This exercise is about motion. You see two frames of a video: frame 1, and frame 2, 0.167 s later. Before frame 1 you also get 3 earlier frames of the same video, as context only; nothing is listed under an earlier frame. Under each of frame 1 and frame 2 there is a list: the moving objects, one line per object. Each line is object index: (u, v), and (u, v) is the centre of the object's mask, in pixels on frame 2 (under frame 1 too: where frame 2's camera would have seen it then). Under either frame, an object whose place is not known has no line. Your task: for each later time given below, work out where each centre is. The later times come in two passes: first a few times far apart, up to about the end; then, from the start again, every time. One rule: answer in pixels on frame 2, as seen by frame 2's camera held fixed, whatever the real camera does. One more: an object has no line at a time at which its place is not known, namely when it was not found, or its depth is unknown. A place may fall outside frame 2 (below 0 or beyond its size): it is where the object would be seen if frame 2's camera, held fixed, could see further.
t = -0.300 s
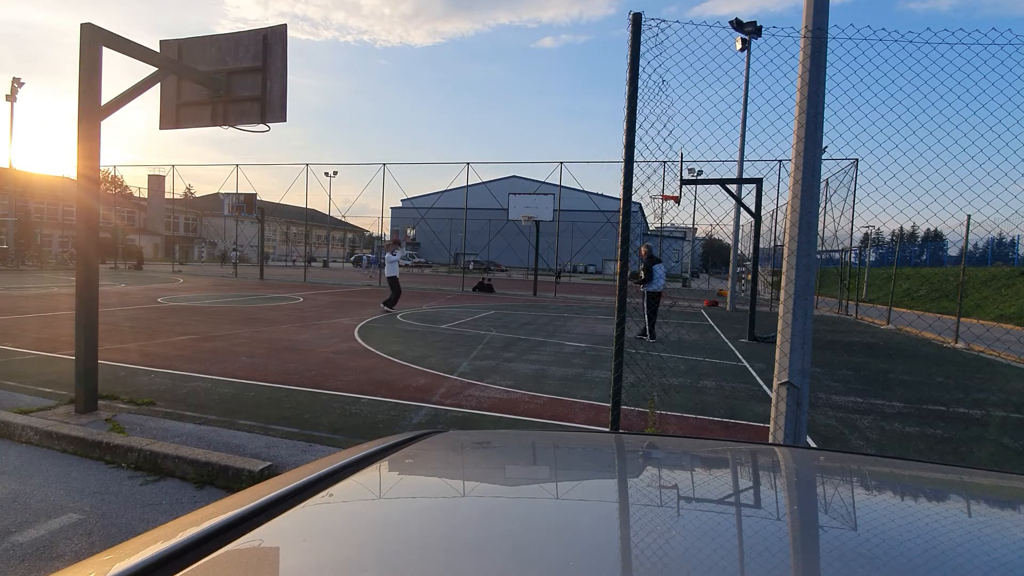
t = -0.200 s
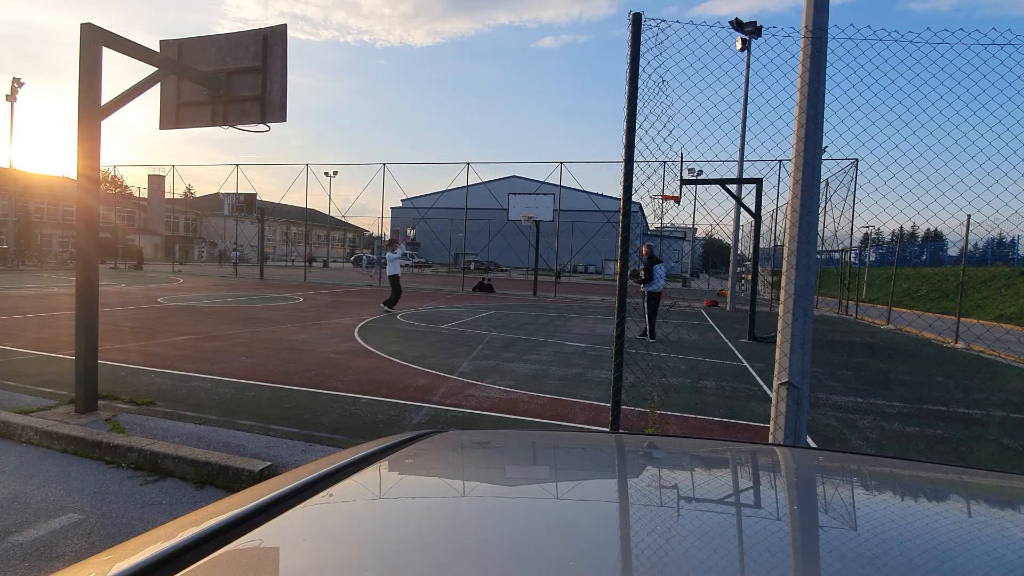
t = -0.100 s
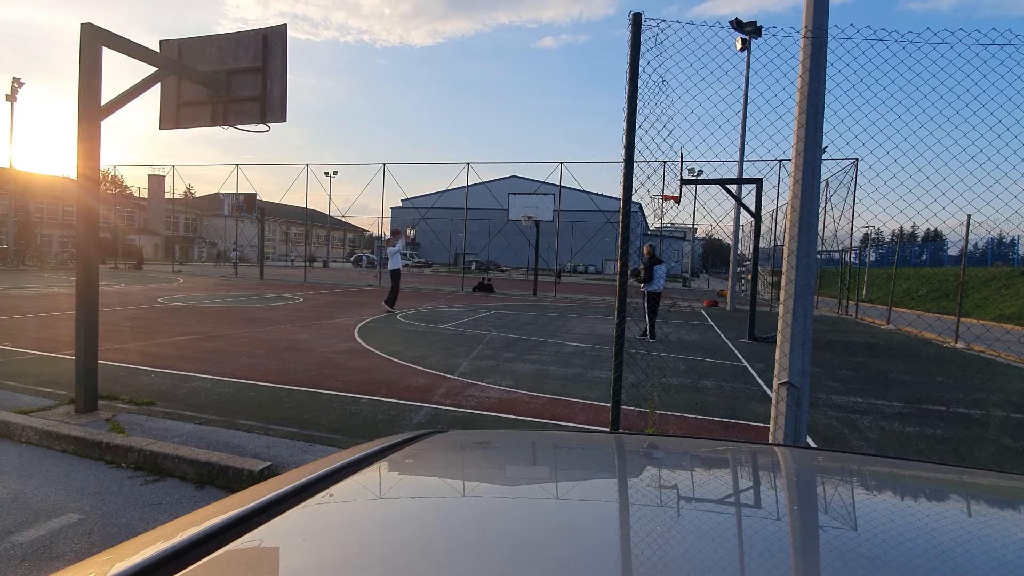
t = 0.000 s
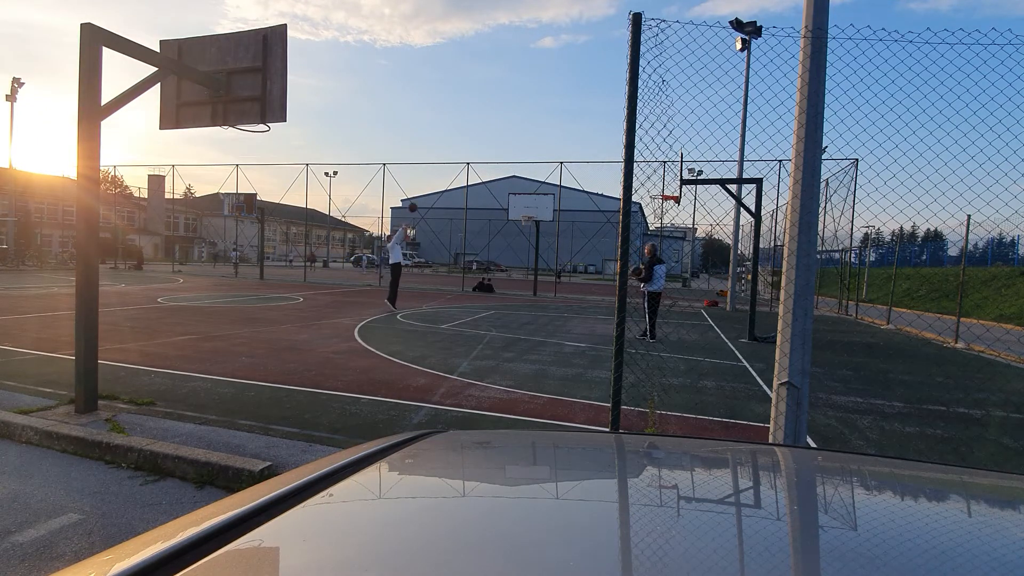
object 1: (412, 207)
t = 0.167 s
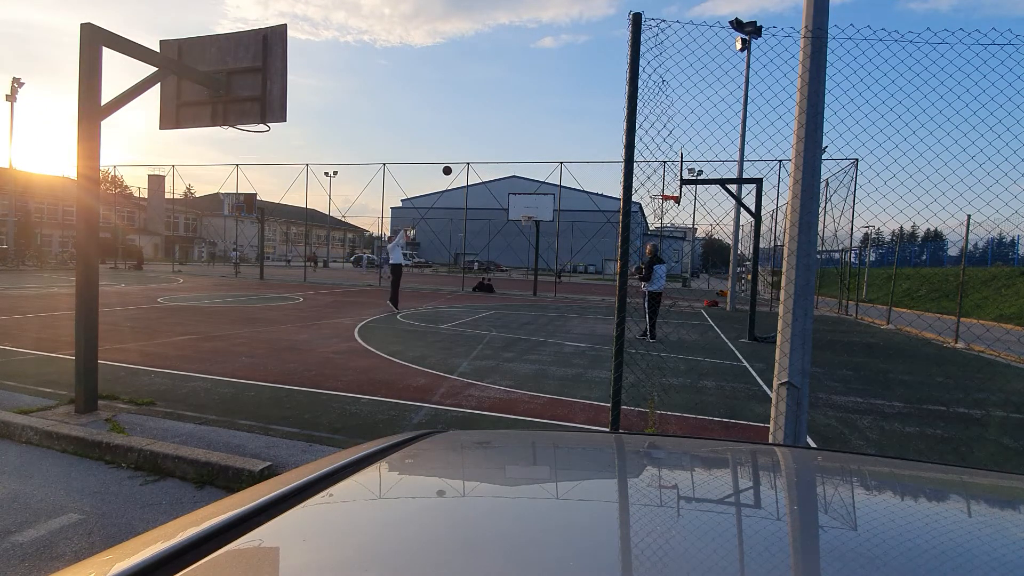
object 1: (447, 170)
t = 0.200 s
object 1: (453, 165)
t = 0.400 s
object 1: (495, 137)
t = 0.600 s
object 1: (537, 125)
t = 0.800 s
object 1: (580, 131)
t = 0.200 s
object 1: (453, 165)
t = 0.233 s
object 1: (461, 159)
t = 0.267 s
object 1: (467, 154)
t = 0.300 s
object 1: (474, 149)
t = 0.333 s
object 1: (481, 144)
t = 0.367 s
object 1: (488, 141)
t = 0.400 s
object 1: (495, 137)
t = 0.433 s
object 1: (502, 134)
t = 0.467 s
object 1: (509, 131)
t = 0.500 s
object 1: (516, 129)
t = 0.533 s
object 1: (523, 127)
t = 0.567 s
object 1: (530, 126)
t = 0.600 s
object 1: (537, 125)
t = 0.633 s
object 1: (544, 125)
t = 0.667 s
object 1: (551, 125)
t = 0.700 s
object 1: (558, 126)
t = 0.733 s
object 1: (565, 127)
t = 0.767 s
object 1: (573, 129)
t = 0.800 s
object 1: (580, 131)
